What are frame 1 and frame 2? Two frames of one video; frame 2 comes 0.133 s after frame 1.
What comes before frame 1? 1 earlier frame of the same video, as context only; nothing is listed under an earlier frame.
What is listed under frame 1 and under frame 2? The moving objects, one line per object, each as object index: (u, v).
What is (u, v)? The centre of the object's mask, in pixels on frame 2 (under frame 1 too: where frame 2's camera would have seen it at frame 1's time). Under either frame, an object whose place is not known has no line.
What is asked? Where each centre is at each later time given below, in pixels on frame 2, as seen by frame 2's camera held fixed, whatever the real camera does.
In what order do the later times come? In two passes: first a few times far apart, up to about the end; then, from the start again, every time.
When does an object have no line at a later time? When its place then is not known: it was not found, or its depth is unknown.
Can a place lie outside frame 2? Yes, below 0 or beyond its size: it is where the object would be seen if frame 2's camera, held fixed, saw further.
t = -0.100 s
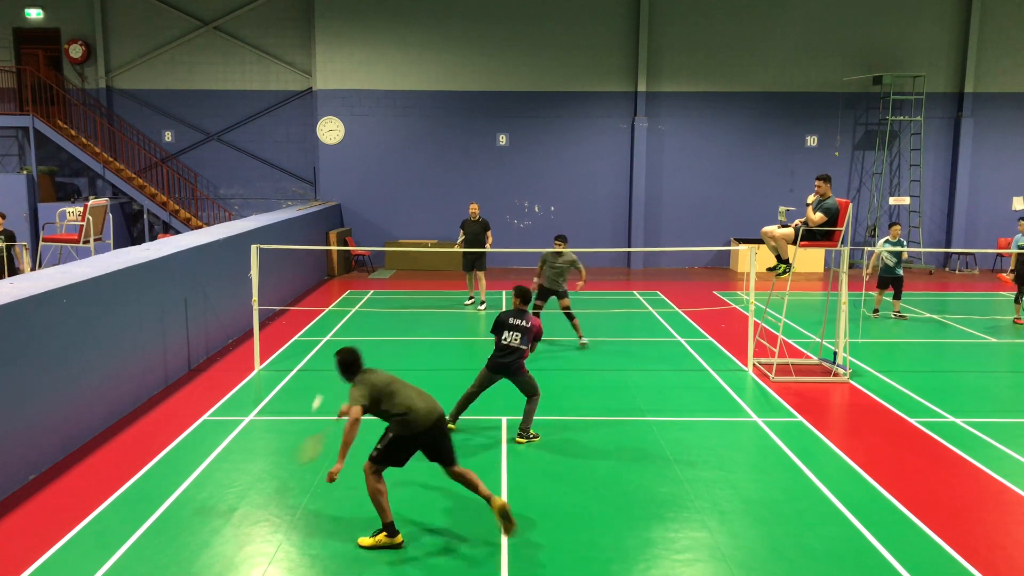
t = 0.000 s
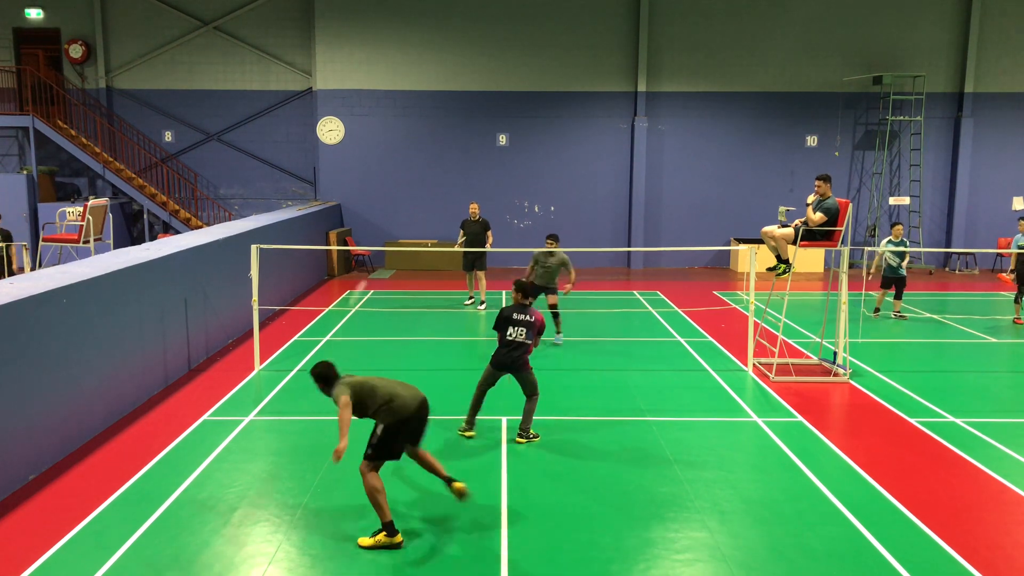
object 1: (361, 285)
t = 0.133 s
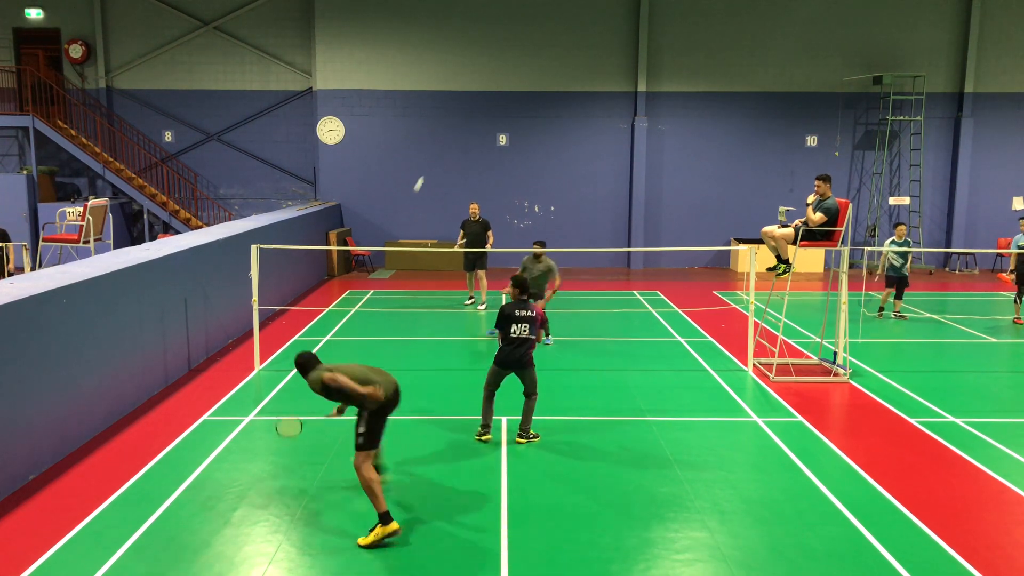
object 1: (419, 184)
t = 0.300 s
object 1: (456, 128)
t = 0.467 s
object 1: (480, 112)
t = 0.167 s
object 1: (428, 168)
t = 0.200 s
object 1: (436, 154)
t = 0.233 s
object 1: (444, 144)
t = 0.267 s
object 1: (450, 135)
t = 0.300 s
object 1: (456, 128)
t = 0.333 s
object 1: (462, 122)
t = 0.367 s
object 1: (467, 118)
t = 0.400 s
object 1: (472, 115)
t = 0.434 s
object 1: (476, 113)
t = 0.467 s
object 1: (480, 112)
